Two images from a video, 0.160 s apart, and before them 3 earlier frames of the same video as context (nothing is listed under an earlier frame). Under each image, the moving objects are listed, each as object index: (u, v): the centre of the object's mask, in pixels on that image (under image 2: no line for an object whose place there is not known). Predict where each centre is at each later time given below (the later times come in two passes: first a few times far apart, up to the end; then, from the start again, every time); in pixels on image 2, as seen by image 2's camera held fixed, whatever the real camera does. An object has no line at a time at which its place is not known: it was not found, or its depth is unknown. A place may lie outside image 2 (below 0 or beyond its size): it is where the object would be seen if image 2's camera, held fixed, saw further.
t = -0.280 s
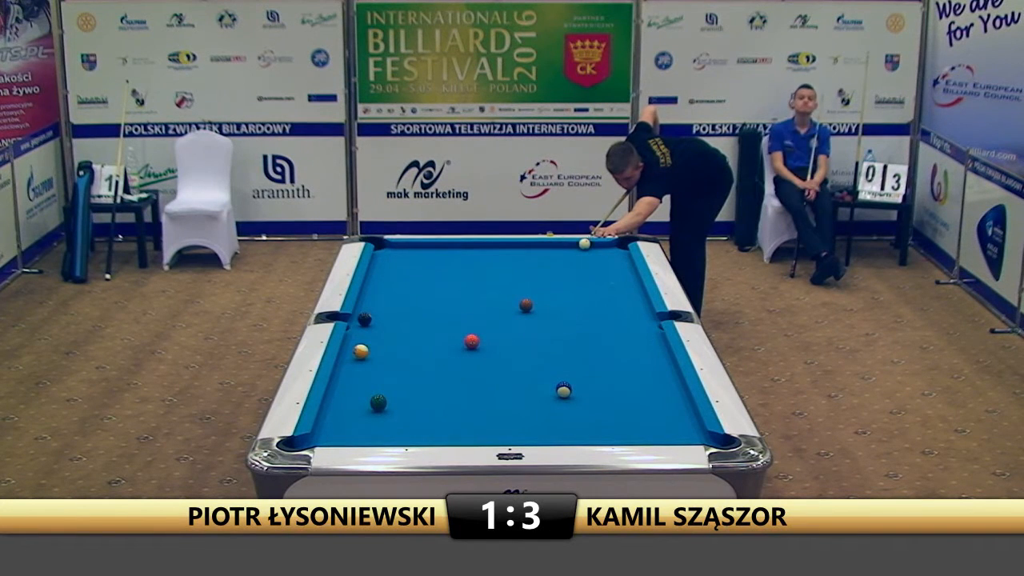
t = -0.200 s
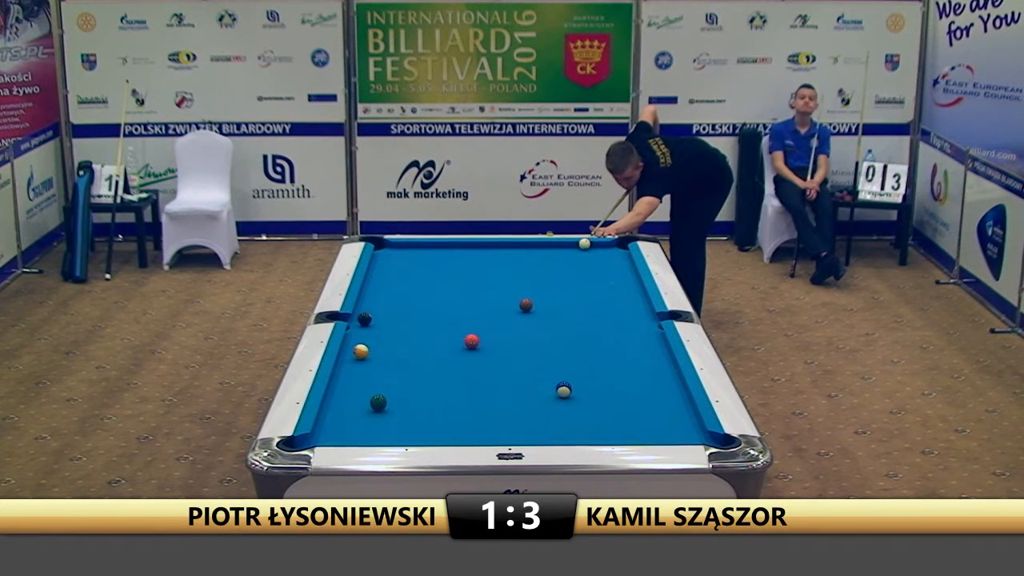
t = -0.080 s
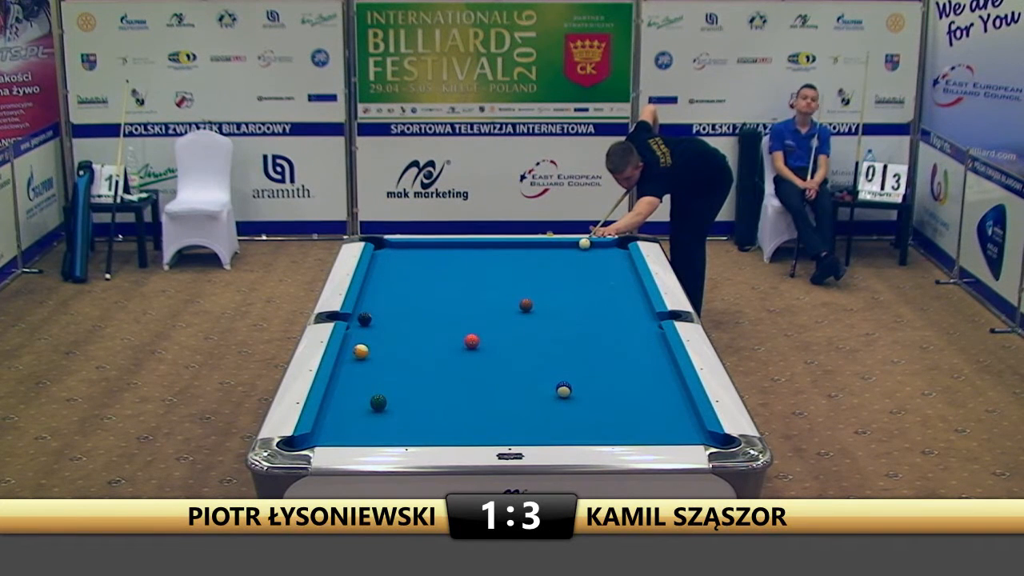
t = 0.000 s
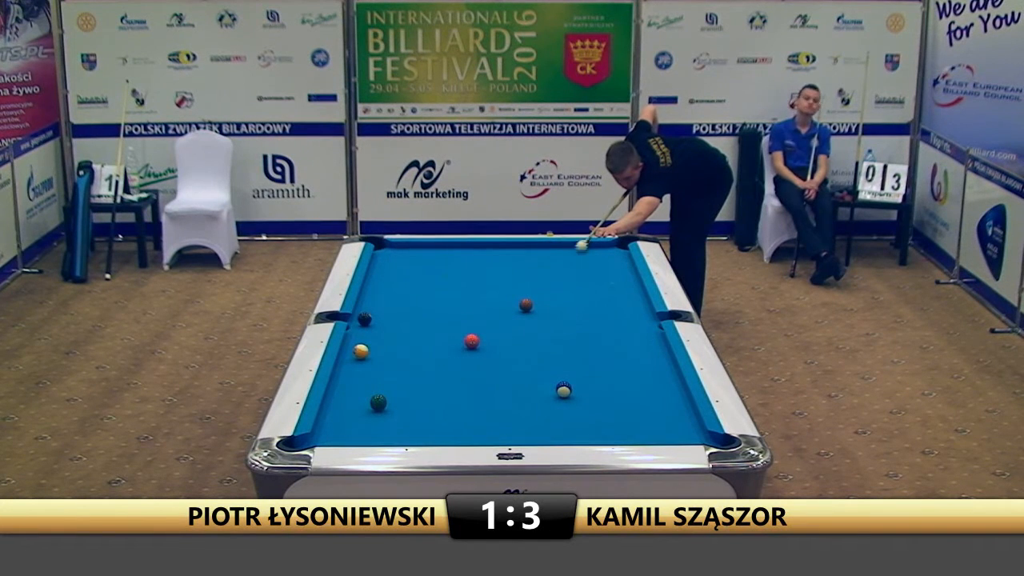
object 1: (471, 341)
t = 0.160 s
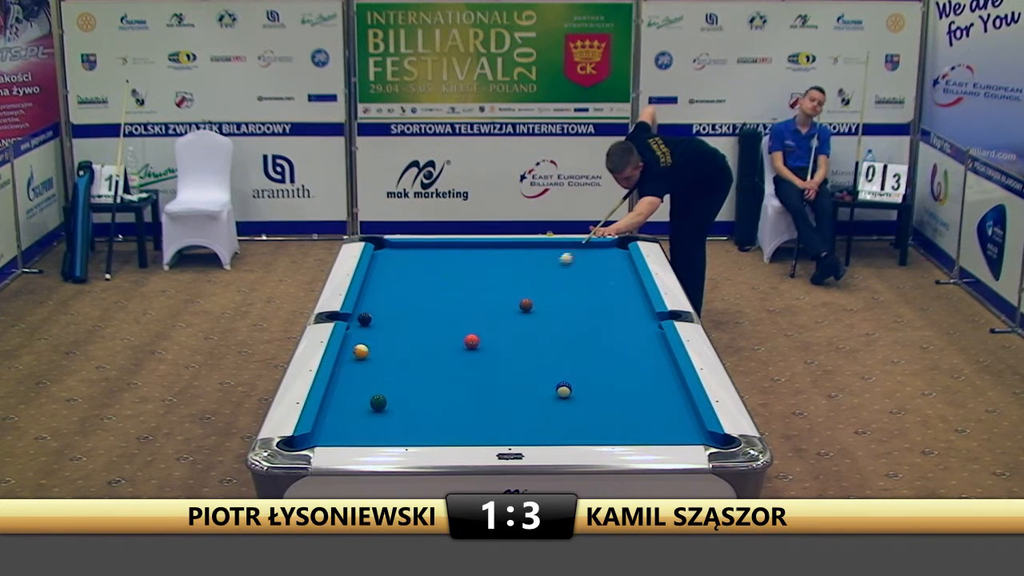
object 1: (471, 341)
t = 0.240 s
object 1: (472, 341)
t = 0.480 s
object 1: (472, 341)
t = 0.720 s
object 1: (472, 341)
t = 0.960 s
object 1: (472, 342)
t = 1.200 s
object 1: (473, 364)
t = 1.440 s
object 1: (474, 385)
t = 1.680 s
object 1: (476, 407)
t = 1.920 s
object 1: (477, 430)
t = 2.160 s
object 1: (478, 432)
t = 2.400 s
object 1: (477, 418)
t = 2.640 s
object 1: (477, 406)
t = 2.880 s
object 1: (476, 394)
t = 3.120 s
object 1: (475, 384)
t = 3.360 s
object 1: (474, 375)
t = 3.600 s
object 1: (473, 366)
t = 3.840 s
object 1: (472, 359)
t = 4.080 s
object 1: (471, 352)
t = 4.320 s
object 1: (471, 345)
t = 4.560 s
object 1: (471, 340)
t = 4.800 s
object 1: (470, 334)
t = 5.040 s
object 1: (470, 329)
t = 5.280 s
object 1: (468, 325)
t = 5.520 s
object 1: (467, 321)
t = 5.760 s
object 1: (466, 318)
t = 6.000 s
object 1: (466, 315)
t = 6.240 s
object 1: (465, 312)
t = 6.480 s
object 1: (464, 310)
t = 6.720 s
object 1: (464, 308)
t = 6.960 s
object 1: (464, 306)
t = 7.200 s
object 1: (463, 305)
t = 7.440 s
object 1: (462, 304)
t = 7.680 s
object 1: (463, 303)
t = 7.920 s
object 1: (463, 303)
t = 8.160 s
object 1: (463, 303)
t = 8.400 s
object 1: (463, 303)
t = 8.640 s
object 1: (463, 303)
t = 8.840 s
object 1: (463, 303)
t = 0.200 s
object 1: (472, 341)
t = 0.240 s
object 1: (472, 341)
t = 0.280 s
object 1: (472, 341)
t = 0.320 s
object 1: (472, 341)
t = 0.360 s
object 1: (472, 341)
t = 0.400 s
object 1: (472, 341)
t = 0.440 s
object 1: (472, 341)
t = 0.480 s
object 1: (472, 341)
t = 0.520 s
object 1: (472, 341)
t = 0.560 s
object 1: (472, 341)
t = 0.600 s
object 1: (472, 341)
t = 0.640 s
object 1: (472, 341)
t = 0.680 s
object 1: (472, 341)
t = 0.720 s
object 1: (472, 341)
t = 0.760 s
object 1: (472, 341)
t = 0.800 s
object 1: (472, 341)
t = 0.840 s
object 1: (472, 341)
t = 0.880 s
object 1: (471, 341)
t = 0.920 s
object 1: (472, 341)
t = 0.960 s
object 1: (472, 342)
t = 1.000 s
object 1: (472, 346)
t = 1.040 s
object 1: (472, 350)
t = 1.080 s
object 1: (473, 354)
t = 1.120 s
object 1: (473, 358)
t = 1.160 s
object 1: (473, 361)
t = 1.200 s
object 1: (473, 364)
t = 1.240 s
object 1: (473, 368)
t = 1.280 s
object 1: (473, 371)
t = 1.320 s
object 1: (474, 375)
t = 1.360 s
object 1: (474, 378)
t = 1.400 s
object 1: (474, 381)
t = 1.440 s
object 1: (474, 385)
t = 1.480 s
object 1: (475, 388)
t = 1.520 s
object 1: (475, 392)
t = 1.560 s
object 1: (476, 395)
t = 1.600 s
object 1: (476, 399)
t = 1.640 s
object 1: (476, 403)
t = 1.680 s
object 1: (476, 407)
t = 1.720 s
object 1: (476, 410)
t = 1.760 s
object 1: (476, 414)
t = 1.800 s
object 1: (477, 418)
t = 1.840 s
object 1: (477, 422)
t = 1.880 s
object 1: (477, 426)
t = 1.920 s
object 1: (477, 430)
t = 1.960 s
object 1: (478, 433)
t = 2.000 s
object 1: (478, 436)
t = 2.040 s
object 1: (478, 436)
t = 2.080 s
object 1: (478, 435)
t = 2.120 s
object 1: (478, 433)
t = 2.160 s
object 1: (478, 432)
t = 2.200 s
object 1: (477, 430)
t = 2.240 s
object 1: (477, 427)
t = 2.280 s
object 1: (477, 425)
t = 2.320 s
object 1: (477, 423)
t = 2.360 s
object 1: (477, 420)
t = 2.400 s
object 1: (477, 418)
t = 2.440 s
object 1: (477, 416)
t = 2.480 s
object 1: (477, 414)
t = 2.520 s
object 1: (477, 412)
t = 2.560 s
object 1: (477, 410)
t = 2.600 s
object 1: (477, 408)
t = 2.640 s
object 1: (477, 406)
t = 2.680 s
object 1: (476, 404)
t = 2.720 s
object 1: (476, 402)
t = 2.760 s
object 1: (476, 400)
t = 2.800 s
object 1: (476, 398)
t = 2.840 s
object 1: (476, 396)
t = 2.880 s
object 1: (476, 394)
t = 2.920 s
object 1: (476, 393)
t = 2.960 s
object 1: (476, 391)
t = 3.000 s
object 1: (476, 389)
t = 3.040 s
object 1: (475, 387)
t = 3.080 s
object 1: (475, 386)
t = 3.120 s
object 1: (475, 384)
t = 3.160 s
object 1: (475, 382)
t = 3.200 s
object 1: (475, 381)
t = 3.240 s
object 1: (474, 379)
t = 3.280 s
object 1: (474, 378)
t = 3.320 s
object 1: (474, 377)
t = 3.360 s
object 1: (474, 375)
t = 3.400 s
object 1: (474, 374)
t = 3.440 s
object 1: (473, 372)
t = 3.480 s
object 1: (473, 371)
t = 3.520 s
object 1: (473, 369)
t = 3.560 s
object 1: (473, 368)
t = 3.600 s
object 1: (473, 366)
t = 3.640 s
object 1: (472, 365)
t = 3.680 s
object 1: (472, 364)
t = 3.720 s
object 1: (472, 363)
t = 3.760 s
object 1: (472, 361)
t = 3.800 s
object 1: (472, 360)
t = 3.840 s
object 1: (472, 359)
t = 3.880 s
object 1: (472, 358)
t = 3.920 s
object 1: (472, 357)
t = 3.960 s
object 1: (472, 355)
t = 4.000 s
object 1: (472, 354)
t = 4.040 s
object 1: (471, 353)
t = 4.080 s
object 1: (471, 352)
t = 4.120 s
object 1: (471, 351)
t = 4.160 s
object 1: (471, 350)
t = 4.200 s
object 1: (471, 349)
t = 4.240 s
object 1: (471, 348)
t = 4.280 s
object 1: (471, 346)
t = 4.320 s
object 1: (471, 345)
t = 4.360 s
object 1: (471, 344)
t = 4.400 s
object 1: (471, 343)
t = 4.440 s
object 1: (471, 342)
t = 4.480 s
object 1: (471, 341)
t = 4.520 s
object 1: (471, 341)
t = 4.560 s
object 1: (471, 340)
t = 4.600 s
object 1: (471, 339)
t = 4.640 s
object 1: (471, 338)
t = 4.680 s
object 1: (471, 337)
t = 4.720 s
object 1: (471, 336)
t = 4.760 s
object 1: (470, 335)
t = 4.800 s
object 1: (470, 334)
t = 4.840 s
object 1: (470, 333)
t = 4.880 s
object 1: (470, 333)
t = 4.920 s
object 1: (470, 332)
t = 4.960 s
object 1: (470, 331)
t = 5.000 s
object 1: (470, 330)
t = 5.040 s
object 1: (470, 329)
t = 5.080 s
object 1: (469, 329)
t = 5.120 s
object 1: (469, 328)
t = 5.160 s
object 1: (469, 327)
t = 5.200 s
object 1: (469, 327)
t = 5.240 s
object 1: (469, 326)
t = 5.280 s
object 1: (468, 325)
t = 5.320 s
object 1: (468, 324)
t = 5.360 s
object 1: (468, 324)
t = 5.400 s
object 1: (468, 323)
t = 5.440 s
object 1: (468, 323)
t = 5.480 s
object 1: (468, 322)
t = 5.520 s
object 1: (467, 321)
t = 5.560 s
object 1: (467, 321)
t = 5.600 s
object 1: (467, 320)
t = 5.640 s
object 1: (467, 320)
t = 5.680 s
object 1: (467, 319)
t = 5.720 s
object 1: (467, 319)
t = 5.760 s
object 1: (466, 318)
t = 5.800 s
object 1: (466, 318)
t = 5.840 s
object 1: (466, 317)
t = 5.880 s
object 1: (466, 316)
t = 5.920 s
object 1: (466, 316)
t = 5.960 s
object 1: (466, 315)
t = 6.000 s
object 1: (466, 315)
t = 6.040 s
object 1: (465, 314)
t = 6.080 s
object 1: (465, 314)
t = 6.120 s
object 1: (465, 314)
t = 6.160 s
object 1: (465, 313)
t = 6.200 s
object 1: (465, 312)
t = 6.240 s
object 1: (465, 312)
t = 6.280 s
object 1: (465, 312)
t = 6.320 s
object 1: (465, 311)
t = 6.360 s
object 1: (465, 311)
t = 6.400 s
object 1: (465, 311)
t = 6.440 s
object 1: (465, 310)
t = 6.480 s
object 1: (464, 310)
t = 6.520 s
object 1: (465, 309)
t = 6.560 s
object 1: (464, 309)
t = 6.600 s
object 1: (464, 309)
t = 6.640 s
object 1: (464, 308)
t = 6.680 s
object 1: (464, 308)
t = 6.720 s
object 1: (464, 308)
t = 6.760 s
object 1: (464, 307)
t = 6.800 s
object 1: (464, 307)
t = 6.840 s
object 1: (464, 307)
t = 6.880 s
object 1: (464, 307)
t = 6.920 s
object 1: (464, 306)
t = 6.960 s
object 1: (464, 306)
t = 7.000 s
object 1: (464, 306)
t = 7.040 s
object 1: (463, 306)
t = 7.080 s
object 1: (463, 306)
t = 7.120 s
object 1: (463, 305)
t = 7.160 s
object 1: (463, 305)
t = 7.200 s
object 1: (463, 305)
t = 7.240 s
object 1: (463, 305)
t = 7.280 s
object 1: (463, 305)
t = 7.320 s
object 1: (463, 304)
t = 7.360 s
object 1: (463, 304)
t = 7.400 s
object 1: (463, 304)
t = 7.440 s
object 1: (462, 304)
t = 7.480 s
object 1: (463, 304)
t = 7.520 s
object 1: (463, 304)
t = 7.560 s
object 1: (463, 303)
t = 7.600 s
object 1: (463, 303)
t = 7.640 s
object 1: (463, 303)
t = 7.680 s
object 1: (463, 303)
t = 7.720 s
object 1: (463, 303)
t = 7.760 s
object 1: (463, 303)
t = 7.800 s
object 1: (463, 303)
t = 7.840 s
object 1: (463, 303)
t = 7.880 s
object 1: (463, 303)
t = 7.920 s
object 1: (463, 303)
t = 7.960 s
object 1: (463, 303)
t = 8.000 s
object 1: (463, 303)
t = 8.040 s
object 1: (463, 303)
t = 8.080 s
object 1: (463, 303)
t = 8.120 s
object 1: (463, 303)
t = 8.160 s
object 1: (463, 303)
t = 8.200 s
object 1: (463, 303)
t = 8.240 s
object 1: (463, 303)
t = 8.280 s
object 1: (463, 303)
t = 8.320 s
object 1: (463, 303)
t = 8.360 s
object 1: (463, 303)
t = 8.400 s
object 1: (463, 303)
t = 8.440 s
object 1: (463, 303)
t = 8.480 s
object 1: (463, 303)
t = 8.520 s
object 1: (463, 303)
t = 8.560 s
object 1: (463, 303)
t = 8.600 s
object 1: (463, 303)
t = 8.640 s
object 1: (463, 303)
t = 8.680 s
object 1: (463, 303)
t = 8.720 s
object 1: (463, 303)
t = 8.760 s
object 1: (463, 303)
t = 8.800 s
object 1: (463, 303)
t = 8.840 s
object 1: (463, 303)
